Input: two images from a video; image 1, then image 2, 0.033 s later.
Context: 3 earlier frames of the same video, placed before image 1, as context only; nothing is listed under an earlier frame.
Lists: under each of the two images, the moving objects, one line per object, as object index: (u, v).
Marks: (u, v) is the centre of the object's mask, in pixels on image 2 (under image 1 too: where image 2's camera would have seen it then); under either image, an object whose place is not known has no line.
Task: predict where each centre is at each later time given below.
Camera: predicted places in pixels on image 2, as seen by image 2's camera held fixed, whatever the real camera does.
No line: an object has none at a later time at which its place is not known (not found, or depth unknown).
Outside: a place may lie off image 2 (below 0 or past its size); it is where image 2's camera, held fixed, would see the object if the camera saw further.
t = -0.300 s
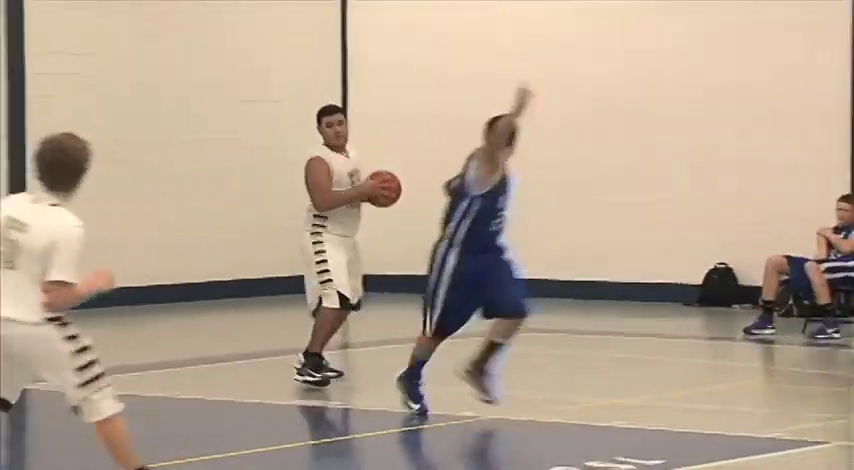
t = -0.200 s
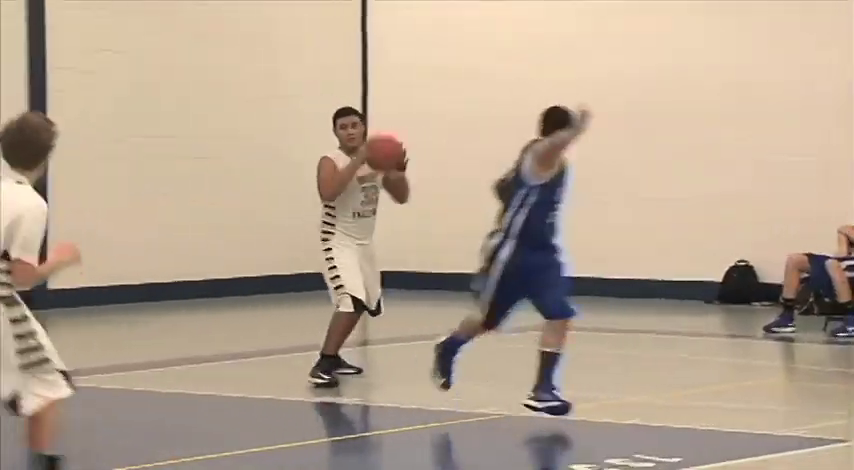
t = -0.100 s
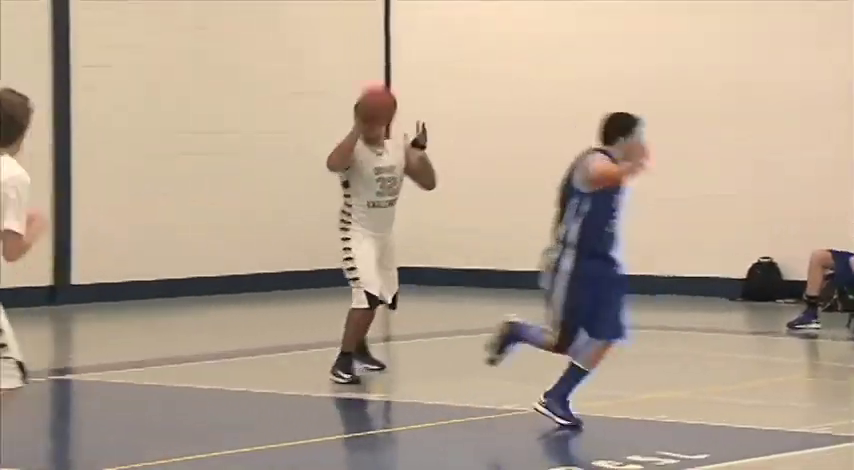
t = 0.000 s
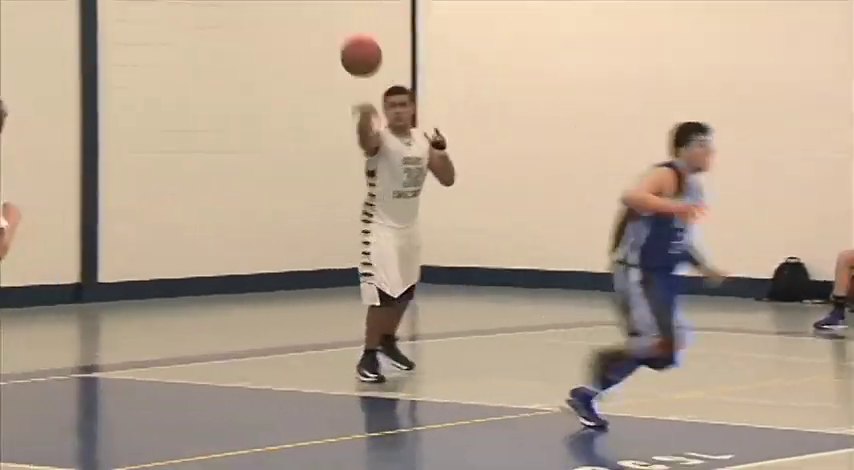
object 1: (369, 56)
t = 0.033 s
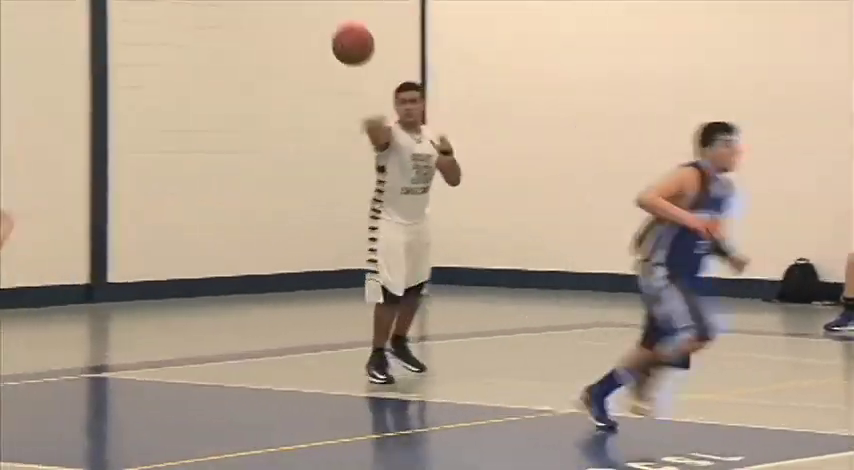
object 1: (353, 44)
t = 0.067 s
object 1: (336, 34)
